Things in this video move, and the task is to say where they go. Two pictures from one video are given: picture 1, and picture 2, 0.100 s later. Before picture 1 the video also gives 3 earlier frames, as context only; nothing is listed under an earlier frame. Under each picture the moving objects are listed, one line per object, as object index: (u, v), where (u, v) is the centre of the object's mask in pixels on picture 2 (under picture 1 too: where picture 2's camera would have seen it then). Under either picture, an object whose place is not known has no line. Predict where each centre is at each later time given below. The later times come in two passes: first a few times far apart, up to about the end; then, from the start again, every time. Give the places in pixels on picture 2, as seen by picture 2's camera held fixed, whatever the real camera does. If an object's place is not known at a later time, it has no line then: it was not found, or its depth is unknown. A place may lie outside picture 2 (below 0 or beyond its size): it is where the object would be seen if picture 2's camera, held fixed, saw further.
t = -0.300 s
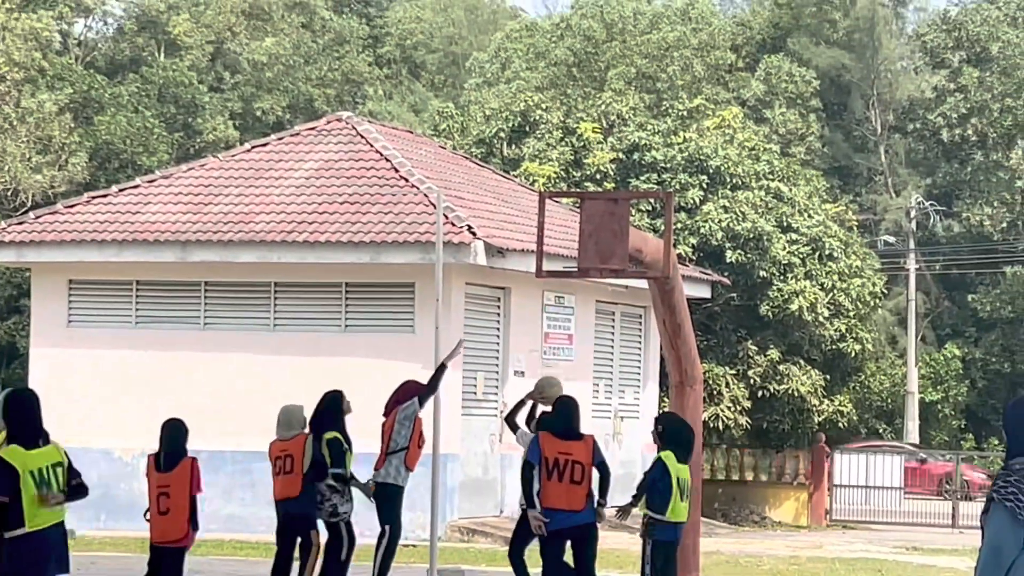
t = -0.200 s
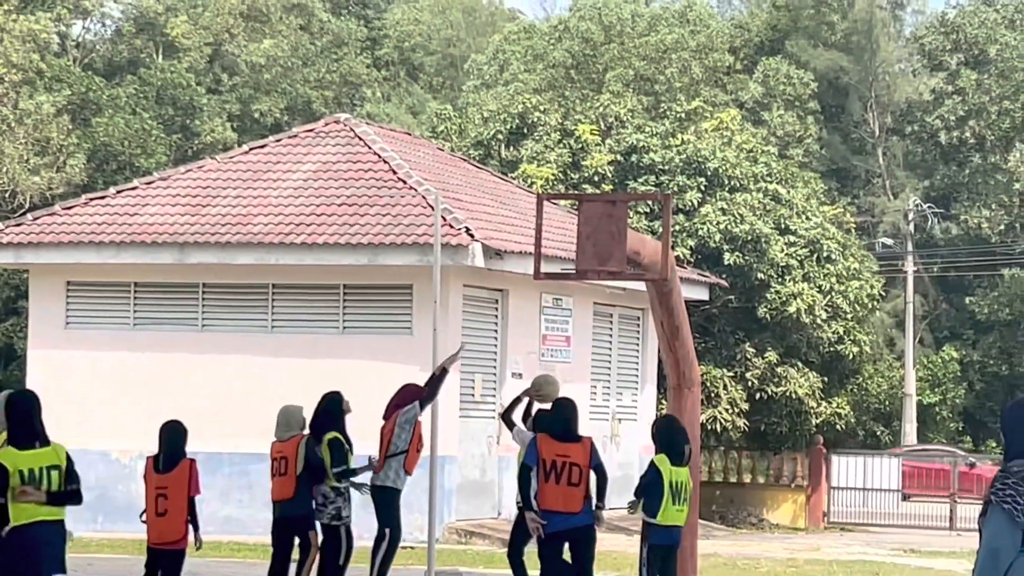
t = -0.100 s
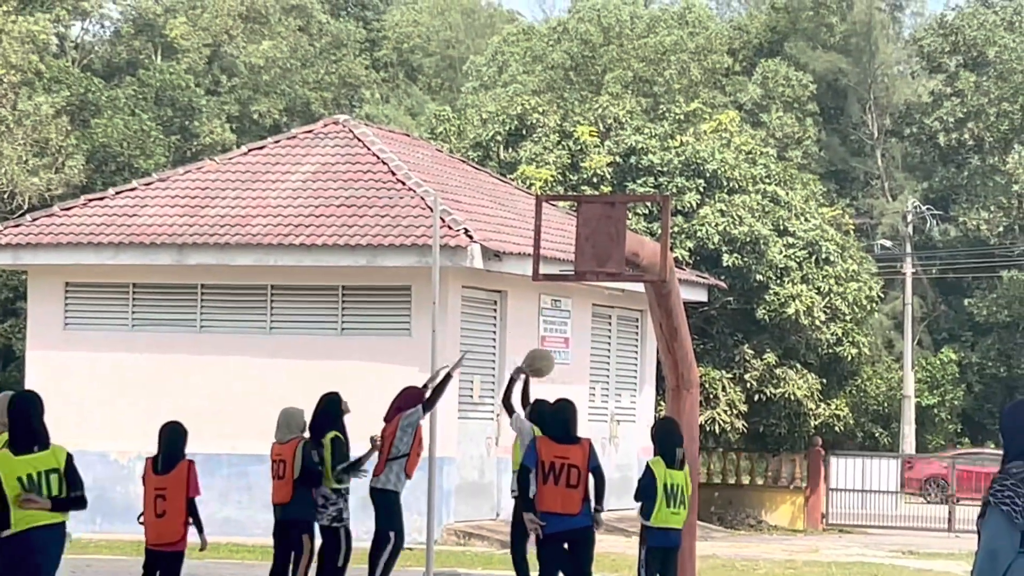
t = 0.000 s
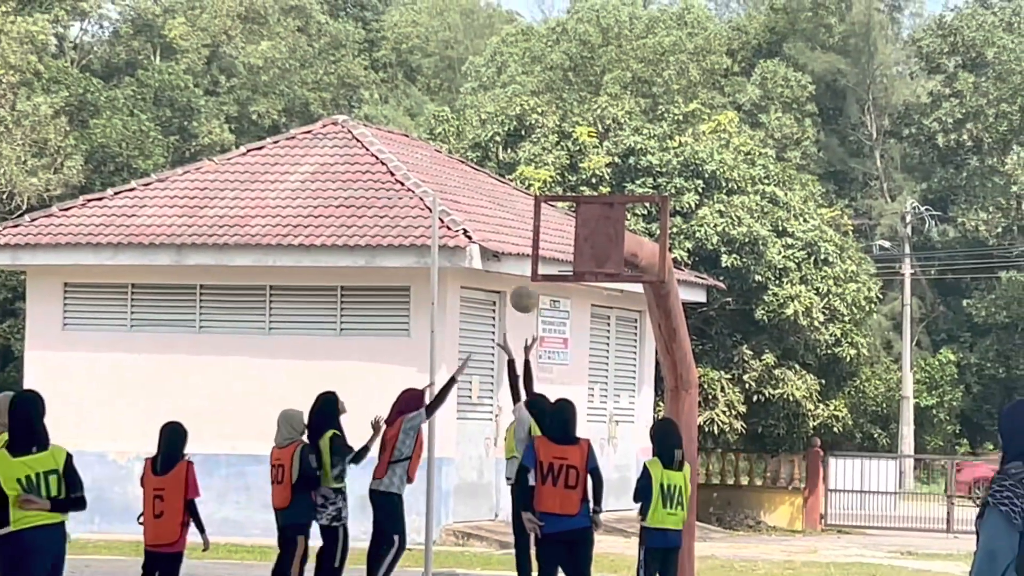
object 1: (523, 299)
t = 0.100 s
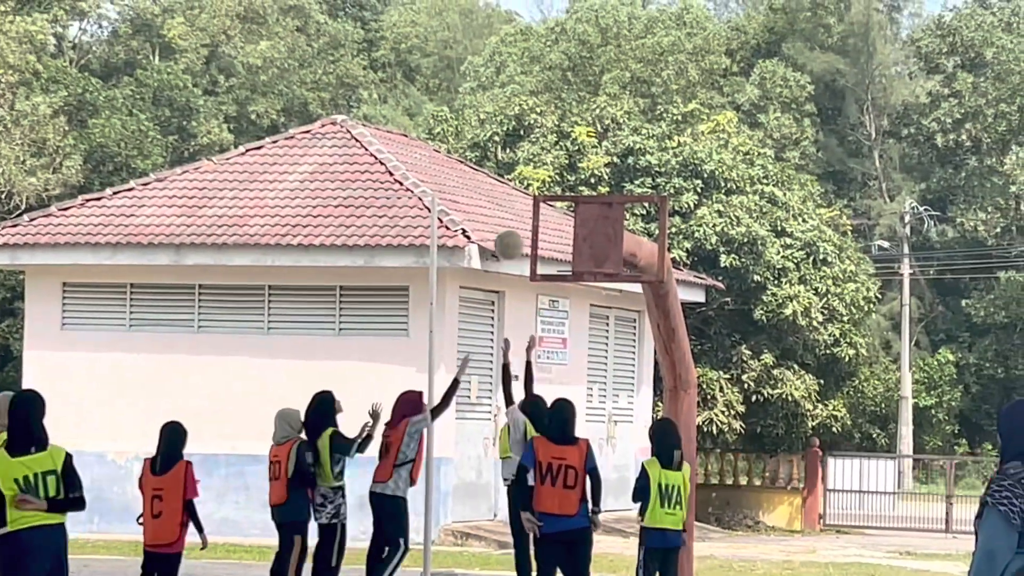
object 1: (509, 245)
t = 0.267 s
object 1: (485, 187)
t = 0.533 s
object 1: (446, 171)
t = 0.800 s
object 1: (442, 183)
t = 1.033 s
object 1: (448, 246)
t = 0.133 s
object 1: (504, 230)
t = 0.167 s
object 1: (499, 217)
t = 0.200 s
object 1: (495, 206)
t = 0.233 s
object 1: (490, 195)
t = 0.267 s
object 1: (485, 187)
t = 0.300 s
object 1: (480, 179)
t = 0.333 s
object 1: (475, 174)
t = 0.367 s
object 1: (471, 170)
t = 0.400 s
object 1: (465, 168)
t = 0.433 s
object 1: (460, 166)
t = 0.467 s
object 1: (456, 166)
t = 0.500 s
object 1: (451, 168)
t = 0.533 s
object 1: (446, 171)
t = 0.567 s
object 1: (441, 175)
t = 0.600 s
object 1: (435, 181)
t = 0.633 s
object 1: (435, 181)
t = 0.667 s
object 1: (437, 179)
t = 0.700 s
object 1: (438, 178)
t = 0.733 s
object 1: (439, 178)
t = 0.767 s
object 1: (441, 179)
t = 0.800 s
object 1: (442, 183)
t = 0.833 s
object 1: (443, 188)
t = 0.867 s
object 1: (444, 194)
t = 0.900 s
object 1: (445, 201)
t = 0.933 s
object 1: (446, 211)
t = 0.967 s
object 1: (447, 221)
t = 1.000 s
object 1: (448, 233)
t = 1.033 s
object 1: (448, 246)
